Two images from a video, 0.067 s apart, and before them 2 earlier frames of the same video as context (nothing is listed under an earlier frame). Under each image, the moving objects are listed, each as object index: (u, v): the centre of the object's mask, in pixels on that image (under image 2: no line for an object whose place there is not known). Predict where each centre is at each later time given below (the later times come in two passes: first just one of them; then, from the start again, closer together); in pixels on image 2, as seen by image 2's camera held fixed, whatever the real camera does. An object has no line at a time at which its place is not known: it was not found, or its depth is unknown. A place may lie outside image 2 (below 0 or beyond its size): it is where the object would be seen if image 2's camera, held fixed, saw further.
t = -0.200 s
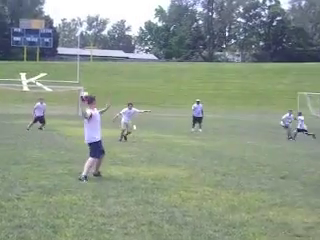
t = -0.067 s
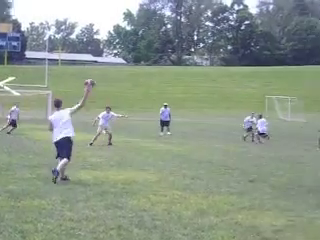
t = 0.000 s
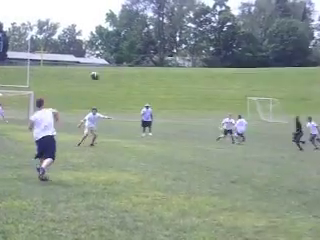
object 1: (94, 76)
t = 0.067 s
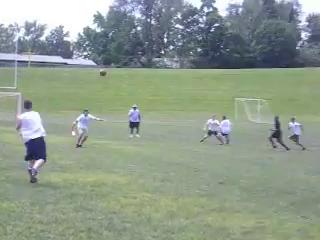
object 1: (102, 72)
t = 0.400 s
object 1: (168, 79)
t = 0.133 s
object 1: (119, 70)
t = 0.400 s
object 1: (168, 79)
